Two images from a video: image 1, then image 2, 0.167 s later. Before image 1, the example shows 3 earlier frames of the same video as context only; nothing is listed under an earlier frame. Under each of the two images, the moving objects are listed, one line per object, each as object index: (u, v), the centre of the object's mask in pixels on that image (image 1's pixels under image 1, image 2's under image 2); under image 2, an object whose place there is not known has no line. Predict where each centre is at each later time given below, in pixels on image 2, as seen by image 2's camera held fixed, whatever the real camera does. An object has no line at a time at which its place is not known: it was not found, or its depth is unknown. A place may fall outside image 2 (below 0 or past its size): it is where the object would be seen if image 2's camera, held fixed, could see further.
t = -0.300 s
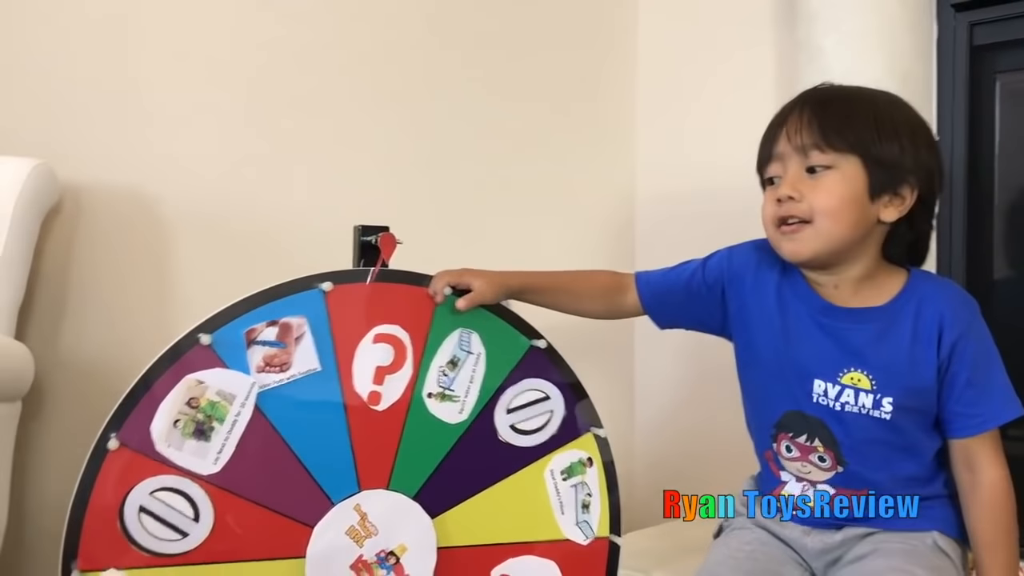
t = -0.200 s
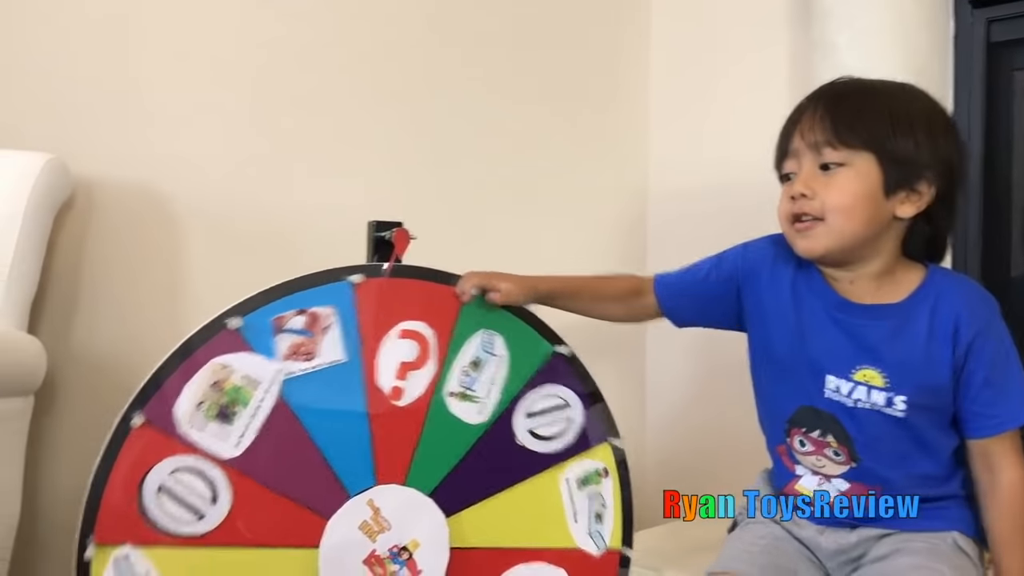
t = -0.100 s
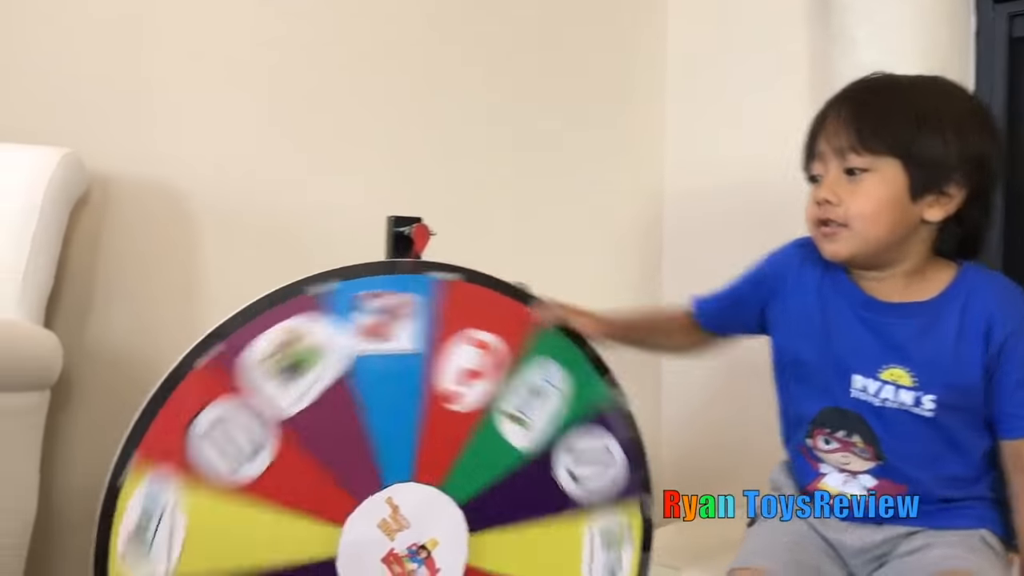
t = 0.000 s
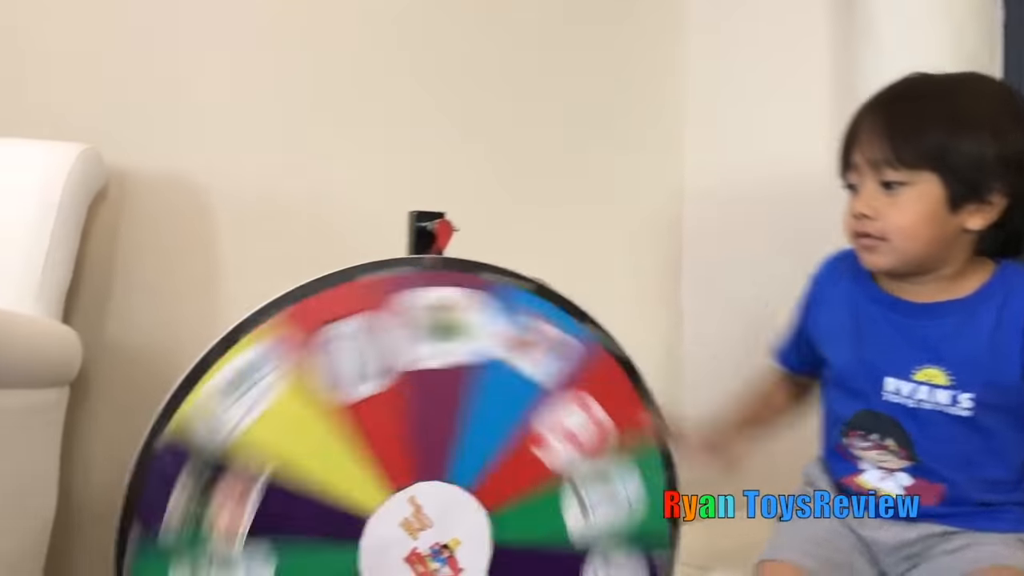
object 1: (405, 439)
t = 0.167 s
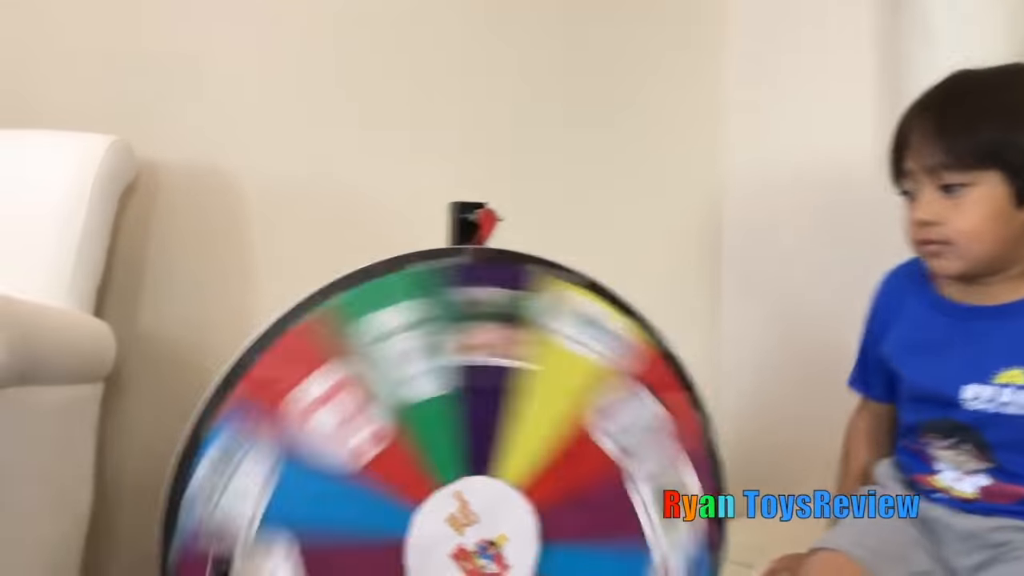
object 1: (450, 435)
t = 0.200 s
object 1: (451, 434)
